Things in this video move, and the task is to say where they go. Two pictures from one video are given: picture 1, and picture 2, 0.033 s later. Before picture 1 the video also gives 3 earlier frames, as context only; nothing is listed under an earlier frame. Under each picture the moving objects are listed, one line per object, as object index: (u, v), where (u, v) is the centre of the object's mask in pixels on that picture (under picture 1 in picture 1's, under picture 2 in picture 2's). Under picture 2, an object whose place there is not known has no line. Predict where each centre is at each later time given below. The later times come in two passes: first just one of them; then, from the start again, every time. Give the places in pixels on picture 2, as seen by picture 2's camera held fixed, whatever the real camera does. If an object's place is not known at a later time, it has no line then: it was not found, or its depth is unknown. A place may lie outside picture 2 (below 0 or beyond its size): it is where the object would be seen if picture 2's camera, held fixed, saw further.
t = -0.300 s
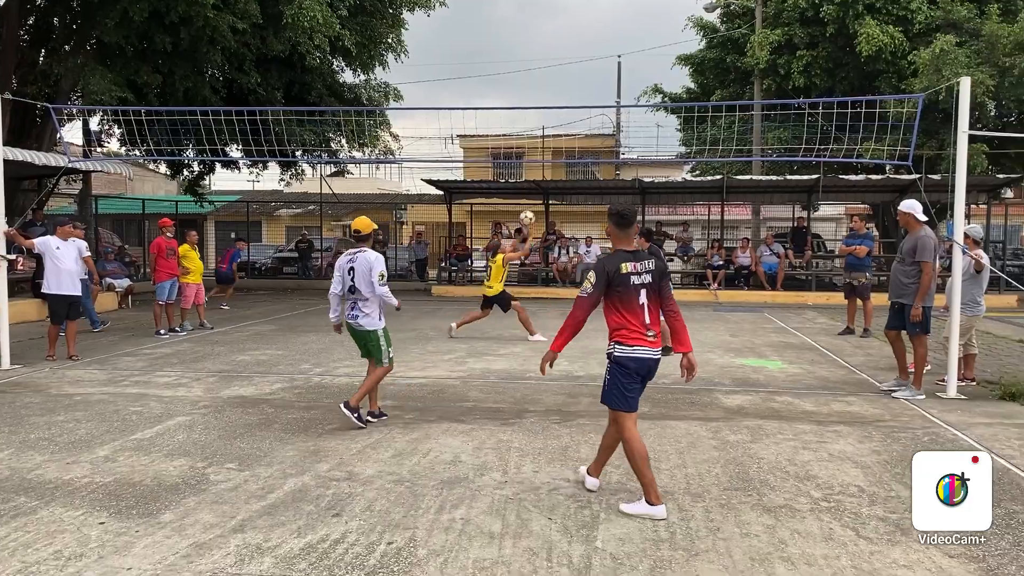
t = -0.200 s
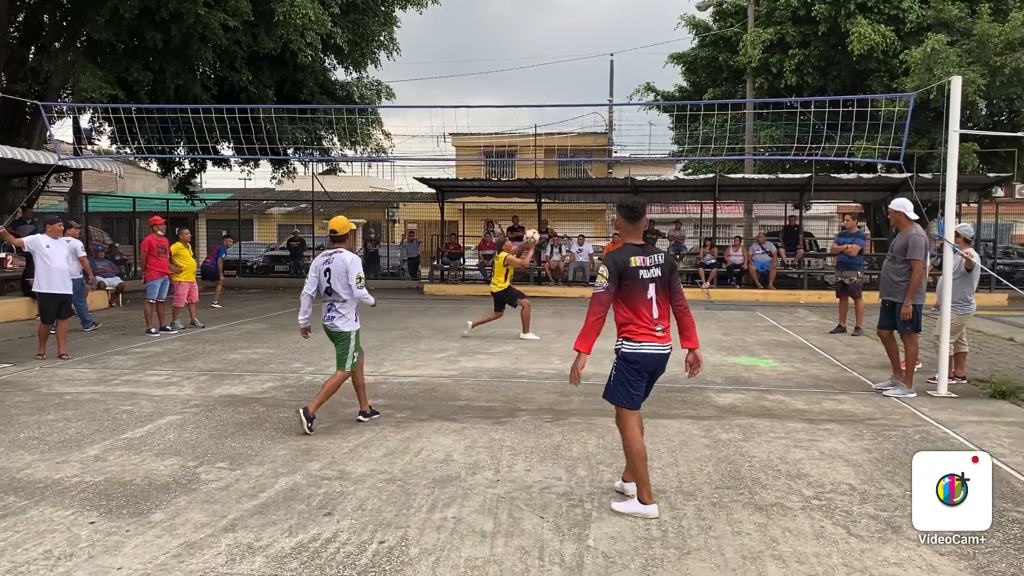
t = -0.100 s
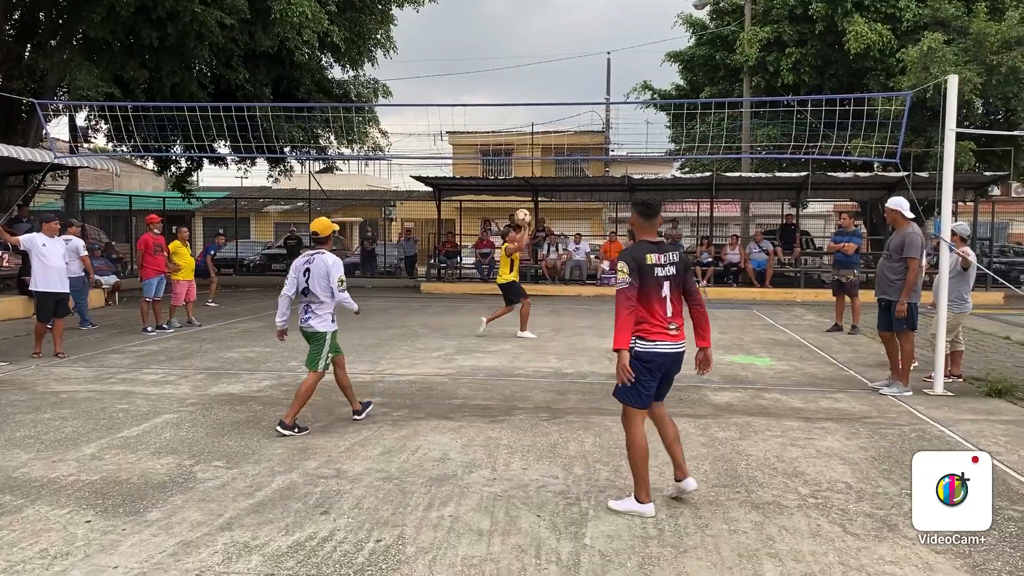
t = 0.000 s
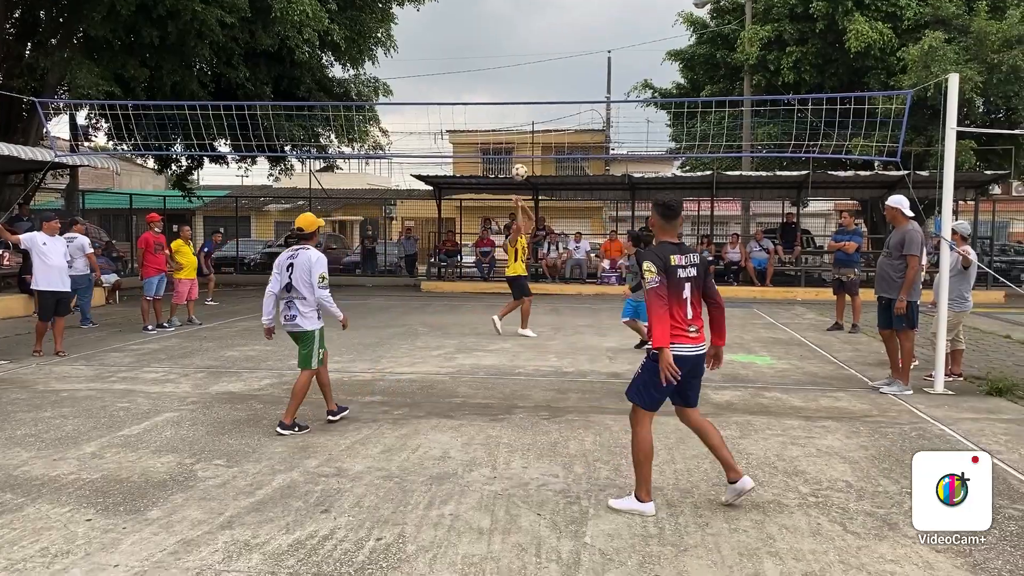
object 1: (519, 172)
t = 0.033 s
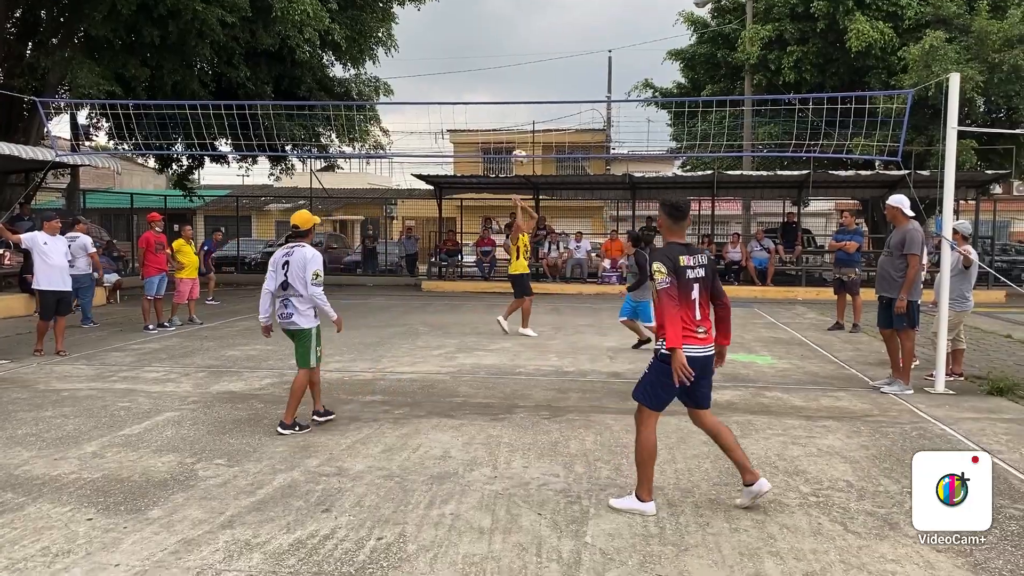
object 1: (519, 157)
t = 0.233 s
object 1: (512, 90)
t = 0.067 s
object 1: (518, 145)
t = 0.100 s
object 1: (516, 132)
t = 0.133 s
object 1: (515, 121)
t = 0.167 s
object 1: (514, 111)
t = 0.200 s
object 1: (513, 99)
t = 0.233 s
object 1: (512, 90)
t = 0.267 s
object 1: (511, 81)
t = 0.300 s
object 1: (510, 73)
